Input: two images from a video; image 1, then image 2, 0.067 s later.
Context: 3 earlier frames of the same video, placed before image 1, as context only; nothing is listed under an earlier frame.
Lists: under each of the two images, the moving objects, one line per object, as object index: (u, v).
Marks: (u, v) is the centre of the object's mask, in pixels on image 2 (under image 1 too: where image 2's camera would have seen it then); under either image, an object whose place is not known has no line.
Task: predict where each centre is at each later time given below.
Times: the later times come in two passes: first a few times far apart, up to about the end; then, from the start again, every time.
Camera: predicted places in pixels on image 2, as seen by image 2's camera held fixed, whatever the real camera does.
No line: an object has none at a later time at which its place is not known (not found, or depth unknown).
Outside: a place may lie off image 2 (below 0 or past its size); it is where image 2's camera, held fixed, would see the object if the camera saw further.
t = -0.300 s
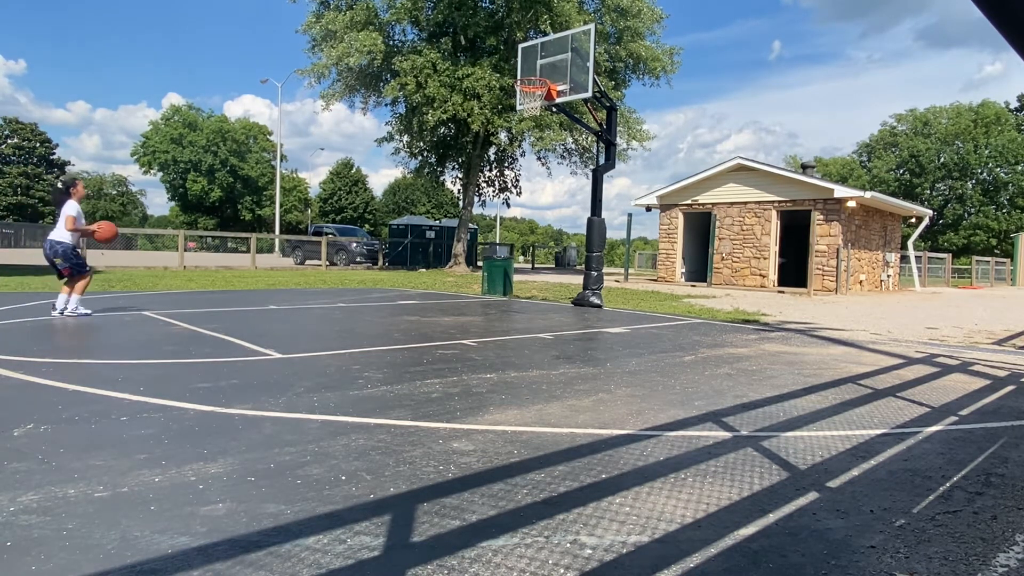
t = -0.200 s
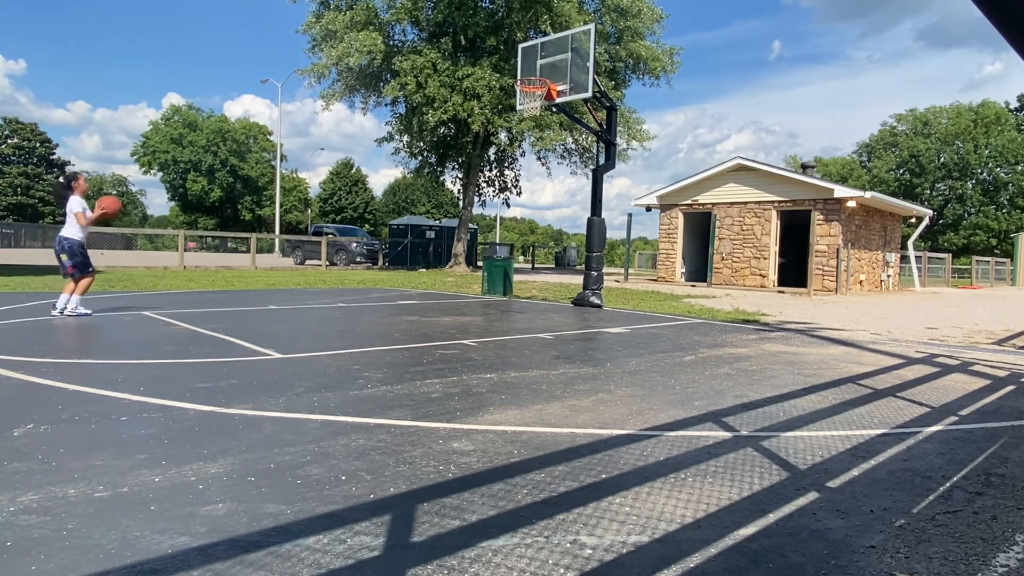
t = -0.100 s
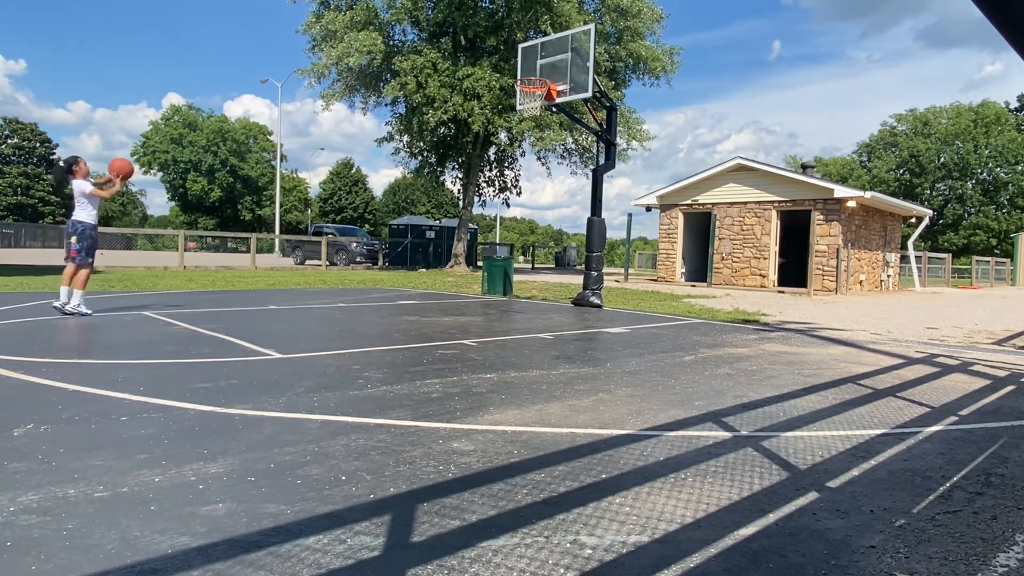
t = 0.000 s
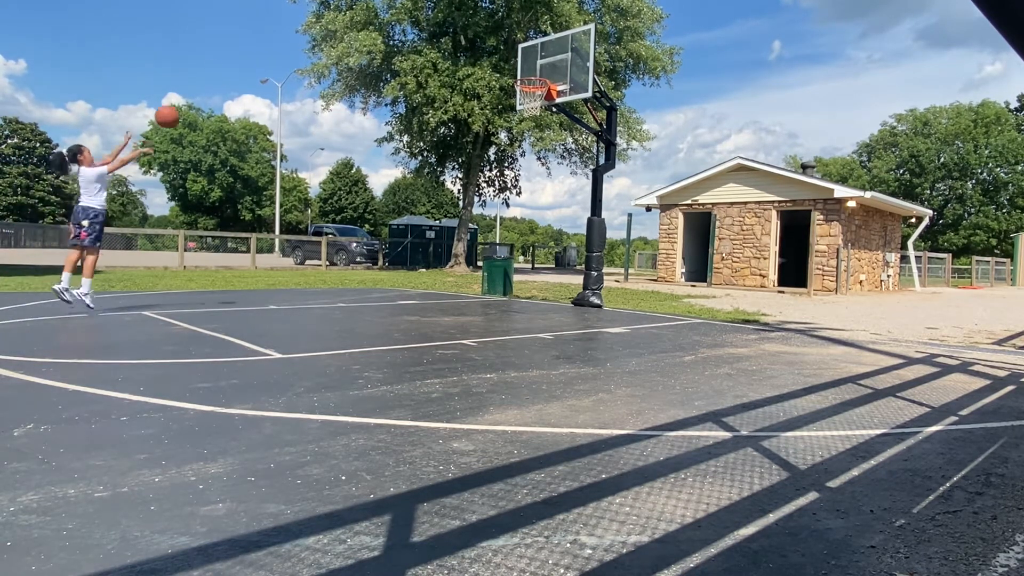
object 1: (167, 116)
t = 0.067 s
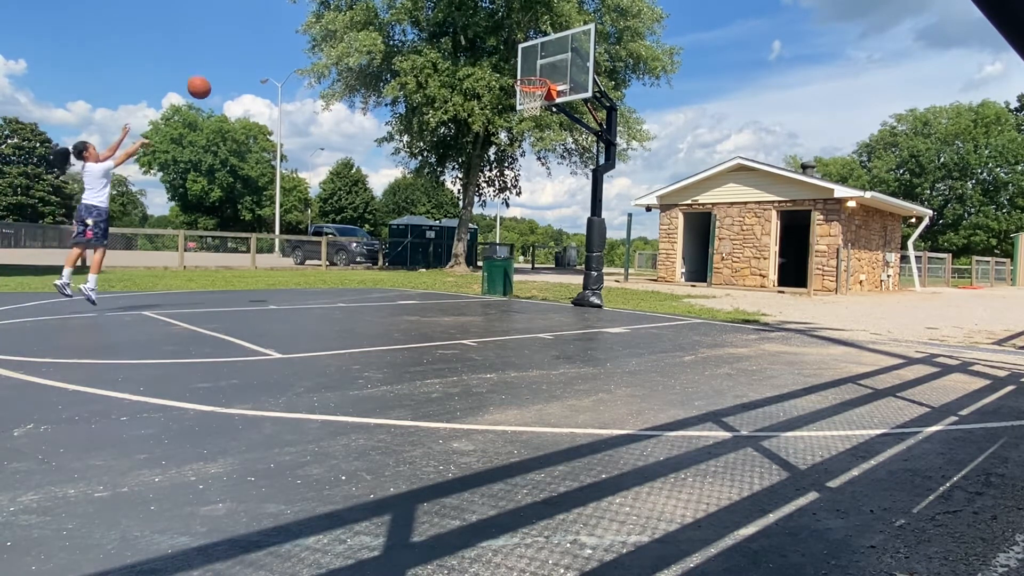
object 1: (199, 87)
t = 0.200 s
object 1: (259, 44)
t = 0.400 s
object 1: (341, 12)
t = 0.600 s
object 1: (414, 16)
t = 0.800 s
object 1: (480, 52)
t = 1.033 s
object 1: (482, 116)
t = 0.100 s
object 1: (214, 75)
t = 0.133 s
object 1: (229, 63)
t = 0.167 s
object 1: (244, 53)
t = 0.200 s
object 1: (259, 44)
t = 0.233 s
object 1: (274, 36)
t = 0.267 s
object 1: (287, 29)
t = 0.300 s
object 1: (302, 24)
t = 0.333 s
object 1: (315, 19)
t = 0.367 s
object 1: (328, 15)
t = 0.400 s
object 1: (341, 12)
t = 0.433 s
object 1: (354, 10)
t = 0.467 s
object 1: (367, 10)
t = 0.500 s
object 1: (379, 9)
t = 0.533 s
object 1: (391, 10)
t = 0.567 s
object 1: (403, 13)
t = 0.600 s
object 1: (414, 16)
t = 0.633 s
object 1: (426, 20)
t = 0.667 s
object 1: (437, 25)
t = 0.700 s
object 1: (449, 31)
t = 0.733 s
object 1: (459, 37)
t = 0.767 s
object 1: (470, 44)
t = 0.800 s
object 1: (480, 52)
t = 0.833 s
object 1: (491, 61)
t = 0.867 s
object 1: (501, 70)
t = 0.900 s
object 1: (509, 79)
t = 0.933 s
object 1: (504, 88)
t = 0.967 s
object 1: (496, 96)
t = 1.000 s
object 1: (489, 106)
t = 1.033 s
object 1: (482, 116)
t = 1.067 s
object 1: (474, 128)
